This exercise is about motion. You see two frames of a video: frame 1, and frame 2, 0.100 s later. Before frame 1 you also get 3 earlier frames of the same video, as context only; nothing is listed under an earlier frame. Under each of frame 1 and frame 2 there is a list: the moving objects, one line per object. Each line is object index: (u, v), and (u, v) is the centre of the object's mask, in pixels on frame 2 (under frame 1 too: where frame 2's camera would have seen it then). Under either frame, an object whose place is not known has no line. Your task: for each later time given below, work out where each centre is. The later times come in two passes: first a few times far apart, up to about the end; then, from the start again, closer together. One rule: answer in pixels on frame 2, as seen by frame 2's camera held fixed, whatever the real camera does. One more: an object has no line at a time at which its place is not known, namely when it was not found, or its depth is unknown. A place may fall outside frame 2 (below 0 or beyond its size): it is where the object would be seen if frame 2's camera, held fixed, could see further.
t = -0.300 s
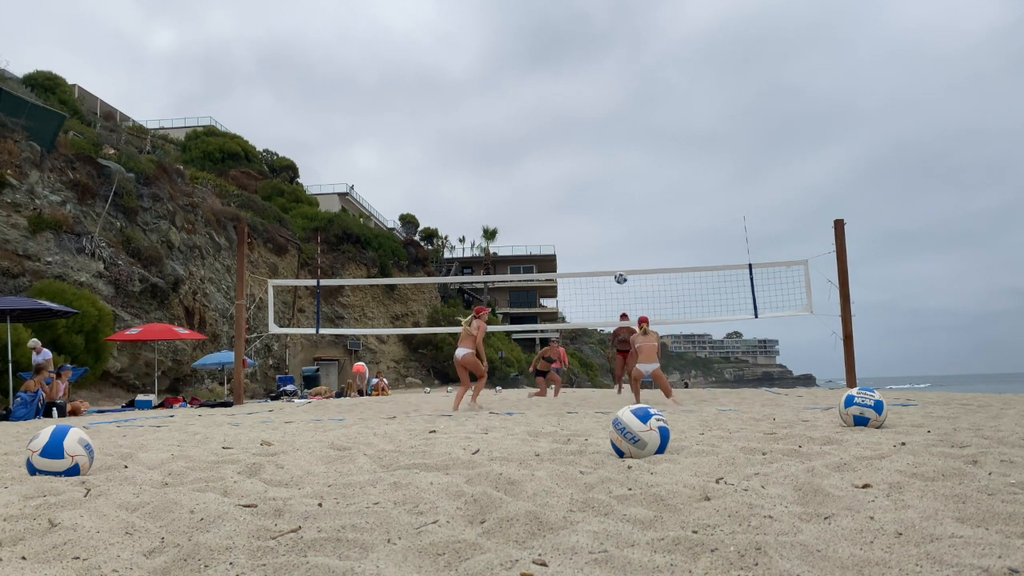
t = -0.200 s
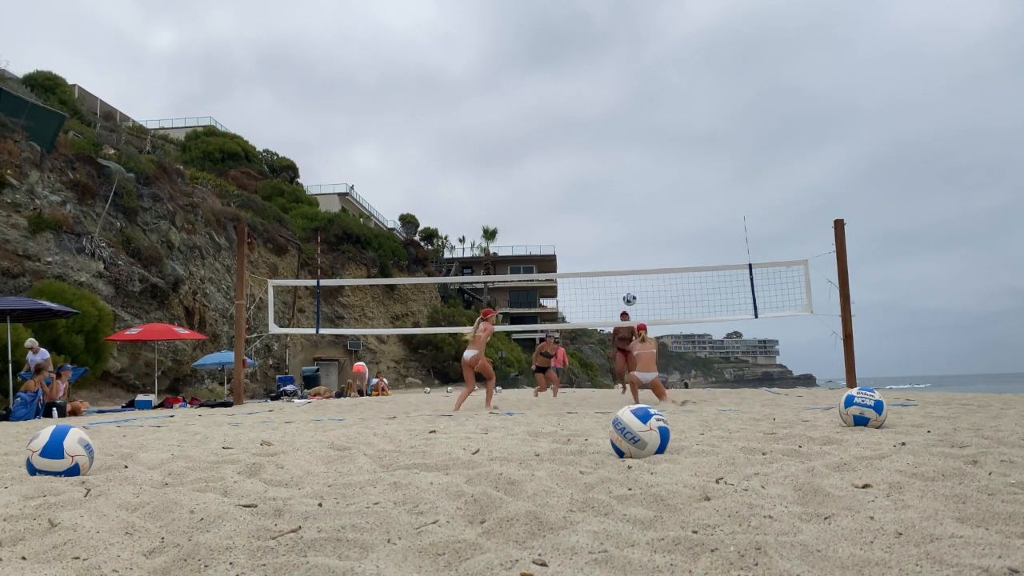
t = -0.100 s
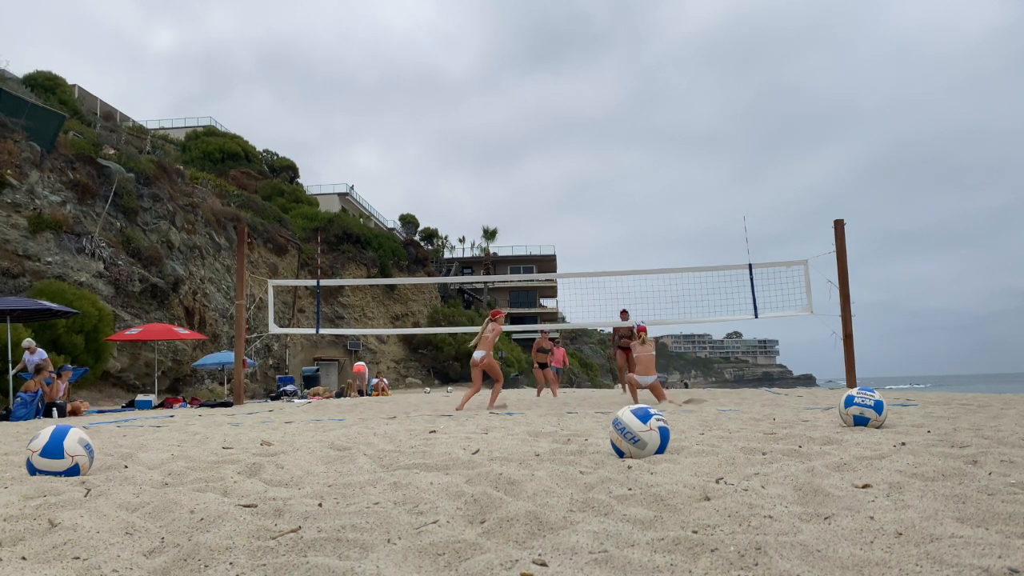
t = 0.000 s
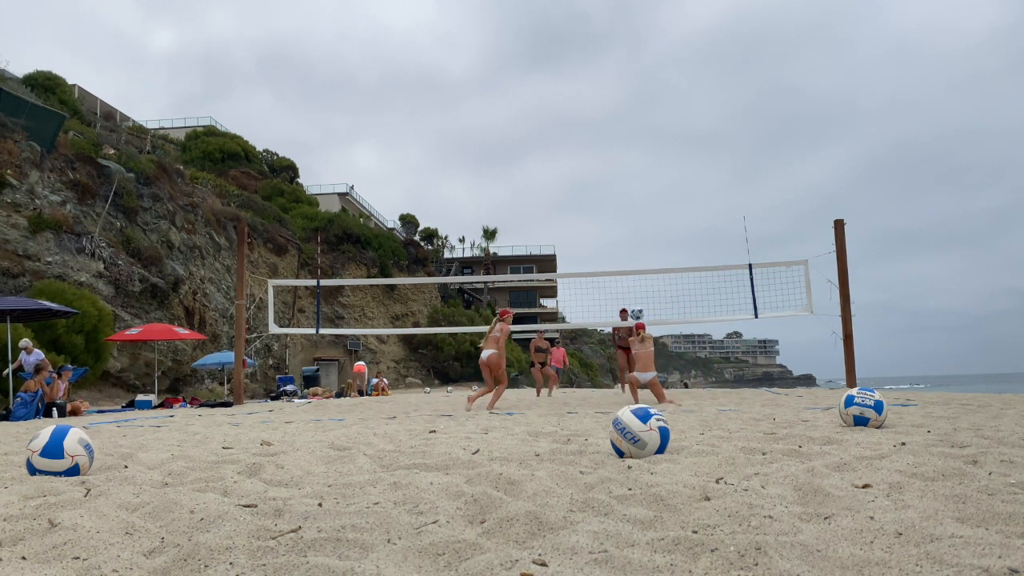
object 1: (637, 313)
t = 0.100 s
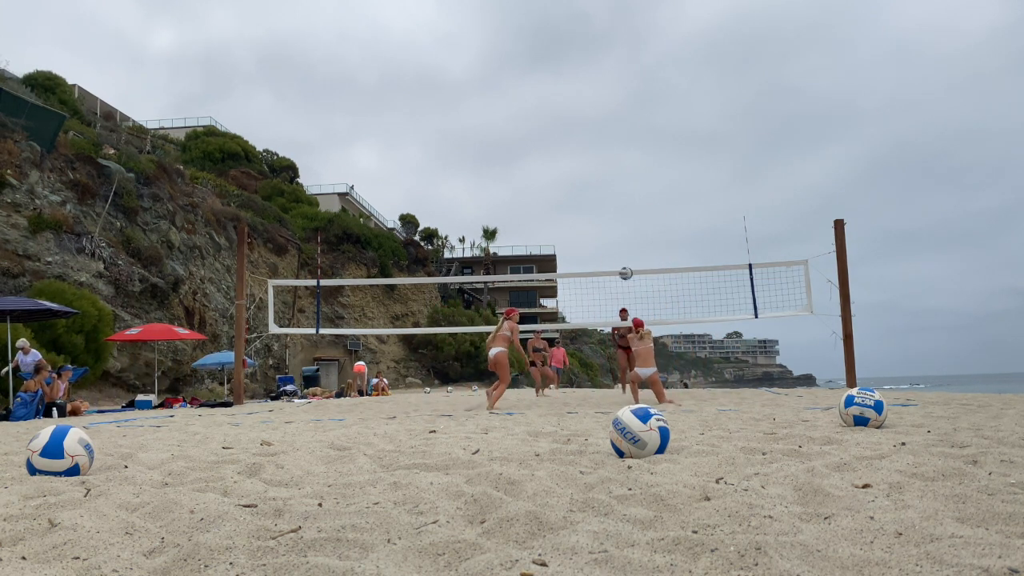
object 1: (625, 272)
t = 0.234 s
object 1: (612, 230)
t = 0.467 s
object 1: (588, 180)
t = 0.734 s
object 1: (564, 170)
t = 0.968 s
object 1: (544, 194)
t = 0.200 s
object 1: (615, 239)
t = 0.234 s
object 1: (612, 230)
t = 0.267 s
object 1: (608, 220)
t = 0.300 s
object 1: (605, 212)
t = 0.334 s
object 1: (601, 205)
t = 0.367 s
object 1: (598, 198)
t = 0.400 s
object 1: (595, 192)
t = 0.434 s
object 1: (592, 187)
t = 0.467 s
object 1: (588, 180)
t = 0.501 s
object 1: (586, 177)
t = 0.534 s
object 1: (583, 174)
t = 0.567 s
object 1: (579, 172)
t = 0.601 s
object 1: (576, 171)
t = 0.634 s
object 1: (573, 170)
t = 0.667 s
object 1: (570, 169)
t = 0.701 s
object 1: (567, 169)
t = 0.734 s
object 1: (564, 170)
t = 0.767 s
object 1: (561, 172)
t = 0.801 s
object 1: (559, 174)
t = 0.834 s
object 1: (555, 176)
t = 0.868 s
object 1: (553, 179)
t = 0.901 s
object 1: (550, 183)
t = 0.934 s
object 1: (547, 188)
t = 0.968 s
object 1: (544, 194)
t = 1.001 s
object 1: (541, 200)
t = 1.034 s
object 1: (539, 207)
